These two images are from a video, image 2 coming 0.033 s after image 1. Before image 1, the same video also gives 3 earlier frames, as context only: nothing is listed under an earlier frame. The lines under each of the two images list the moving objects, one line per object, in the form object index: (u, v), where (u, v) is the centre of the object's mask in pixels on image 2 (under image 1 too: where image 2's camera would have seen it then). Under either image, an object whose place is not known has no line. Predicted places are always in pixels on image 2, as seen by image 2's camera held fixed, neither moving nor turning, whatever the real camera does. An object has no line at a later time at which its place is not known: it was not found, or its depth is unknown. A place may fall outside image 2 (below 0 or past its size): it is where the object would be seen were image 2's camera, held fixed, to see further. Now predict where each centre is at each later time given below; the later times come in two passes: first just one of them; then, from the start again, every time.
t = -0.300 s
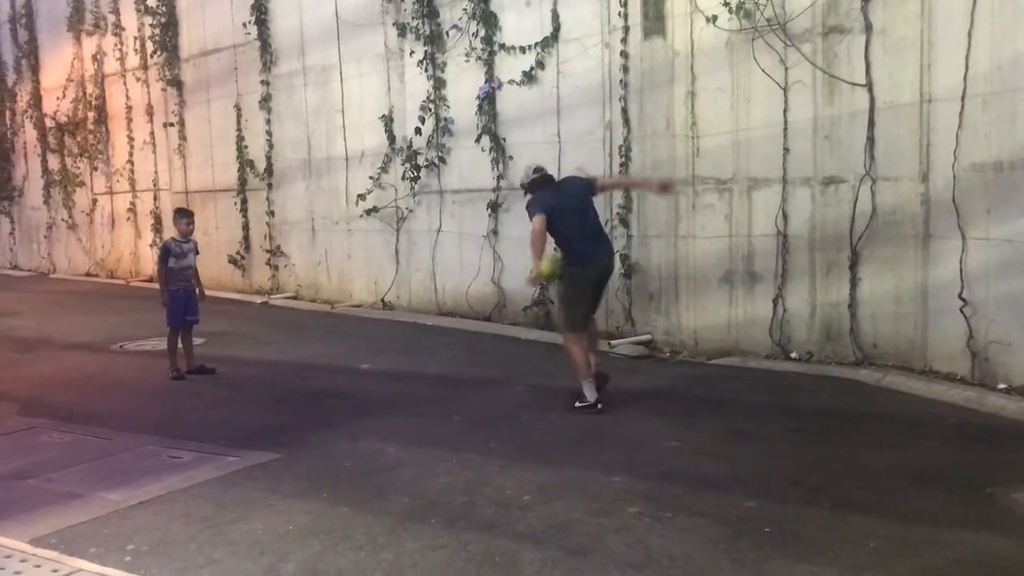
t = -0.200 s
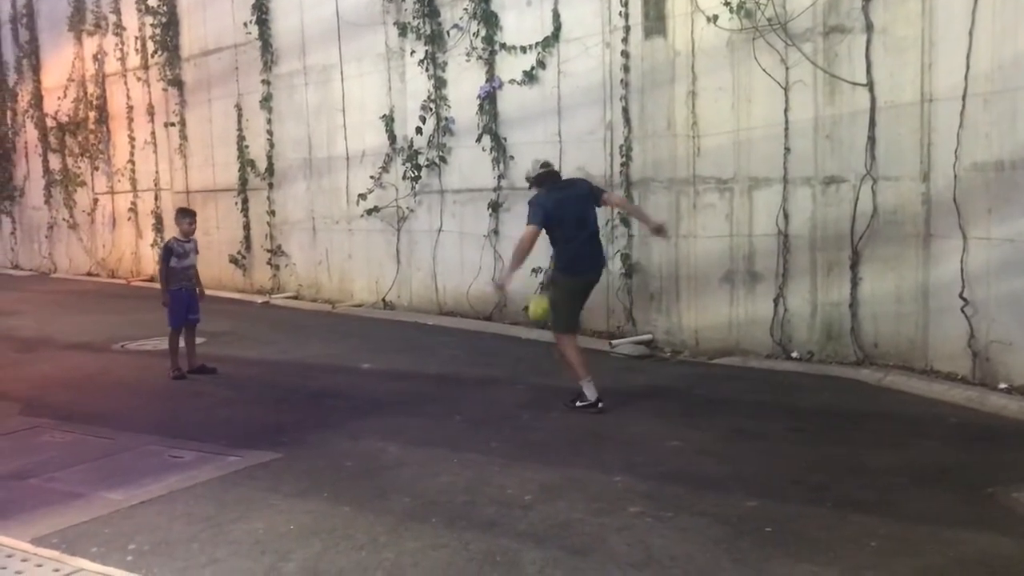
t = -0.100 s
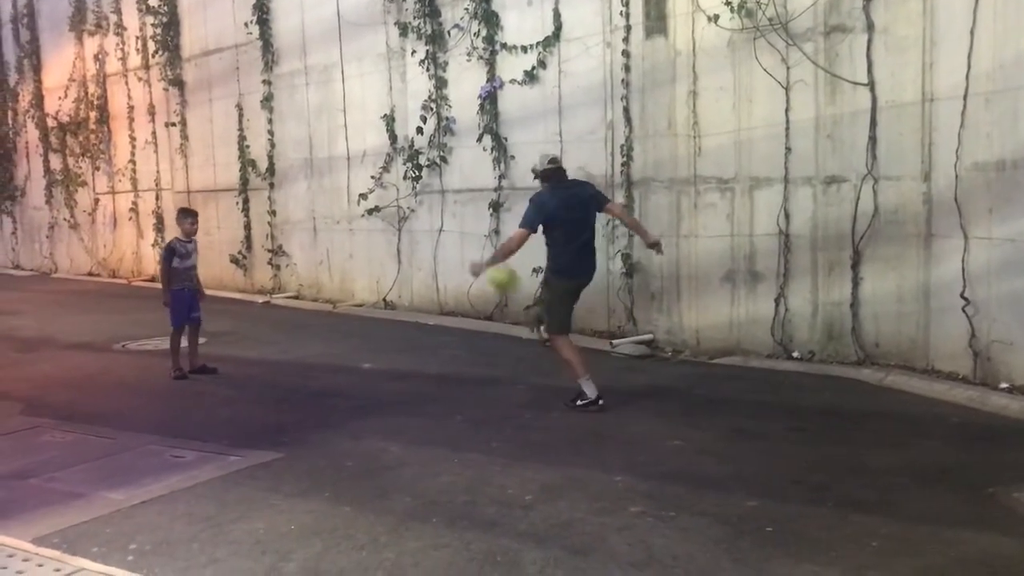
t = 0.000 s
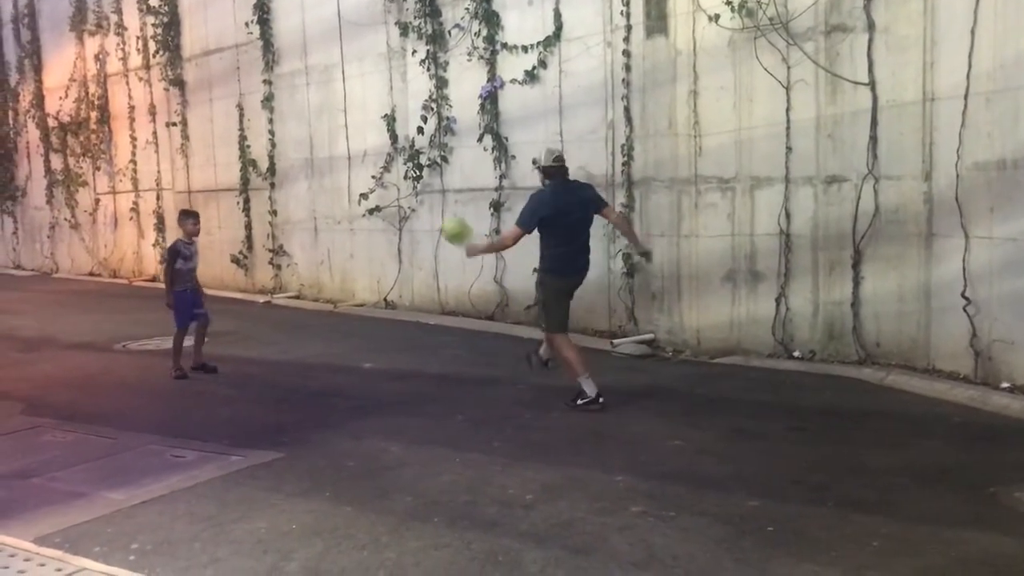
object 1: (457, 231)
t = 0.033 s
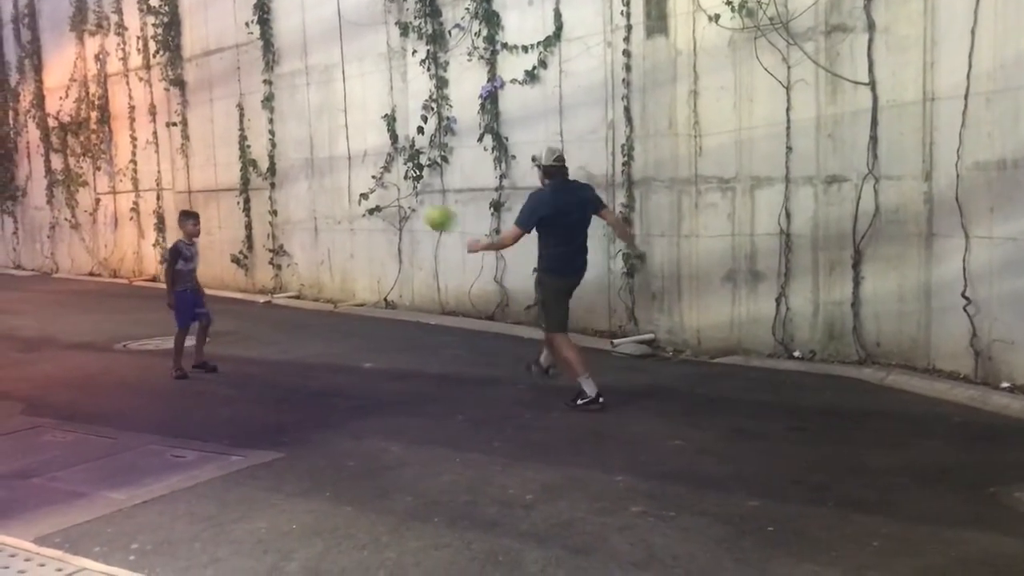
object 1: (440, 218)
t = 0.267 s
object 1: (329, 169)
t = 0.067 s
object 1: (423, 206)
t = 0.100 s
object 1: (409, 198)
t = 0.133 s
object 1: (391, 188)
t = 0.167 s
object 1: (375, 181)
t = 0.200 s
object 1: (359, 176)
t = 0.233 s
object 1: (344, 172)
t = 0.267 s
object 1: (329, 169)
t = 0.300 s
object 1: (314, 168)
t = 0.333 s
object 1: (298, 169)
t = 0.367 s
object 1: (282, 170)
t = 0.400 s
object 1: (265, 172)
